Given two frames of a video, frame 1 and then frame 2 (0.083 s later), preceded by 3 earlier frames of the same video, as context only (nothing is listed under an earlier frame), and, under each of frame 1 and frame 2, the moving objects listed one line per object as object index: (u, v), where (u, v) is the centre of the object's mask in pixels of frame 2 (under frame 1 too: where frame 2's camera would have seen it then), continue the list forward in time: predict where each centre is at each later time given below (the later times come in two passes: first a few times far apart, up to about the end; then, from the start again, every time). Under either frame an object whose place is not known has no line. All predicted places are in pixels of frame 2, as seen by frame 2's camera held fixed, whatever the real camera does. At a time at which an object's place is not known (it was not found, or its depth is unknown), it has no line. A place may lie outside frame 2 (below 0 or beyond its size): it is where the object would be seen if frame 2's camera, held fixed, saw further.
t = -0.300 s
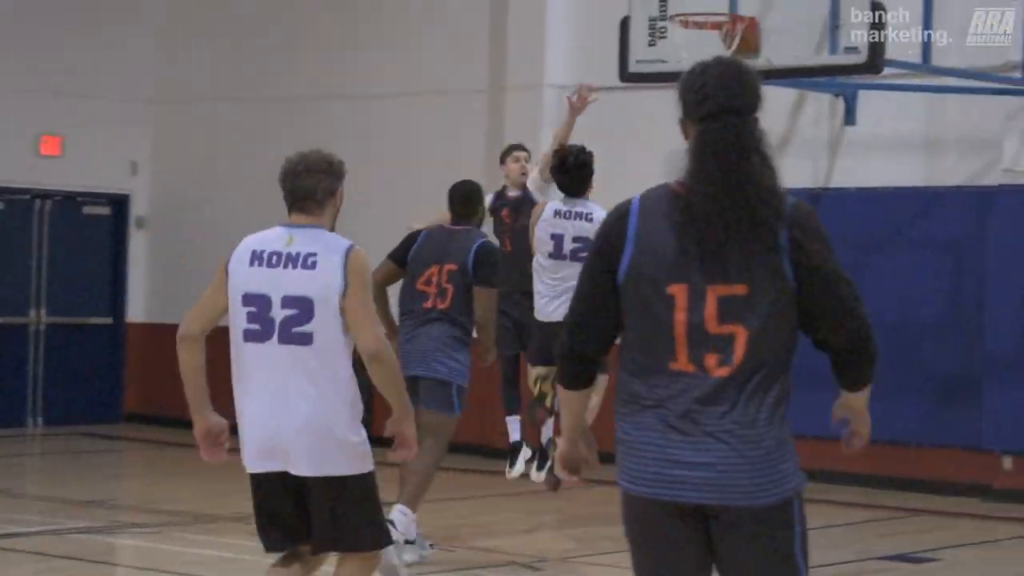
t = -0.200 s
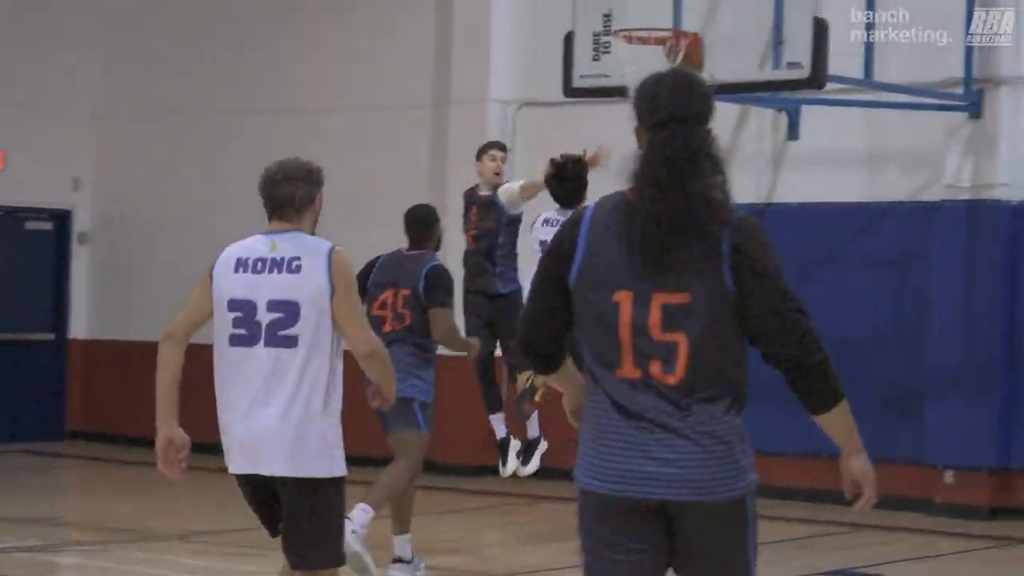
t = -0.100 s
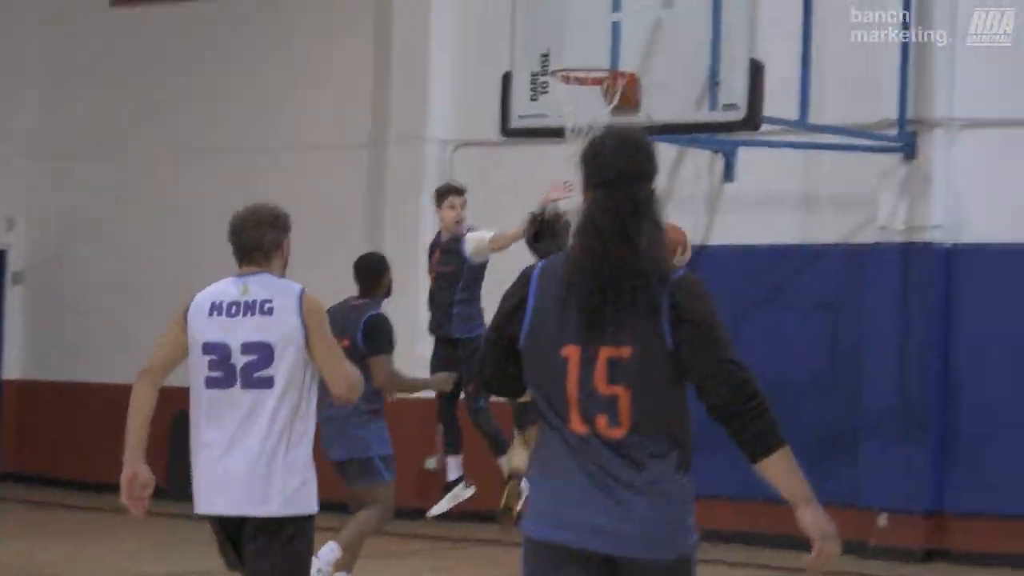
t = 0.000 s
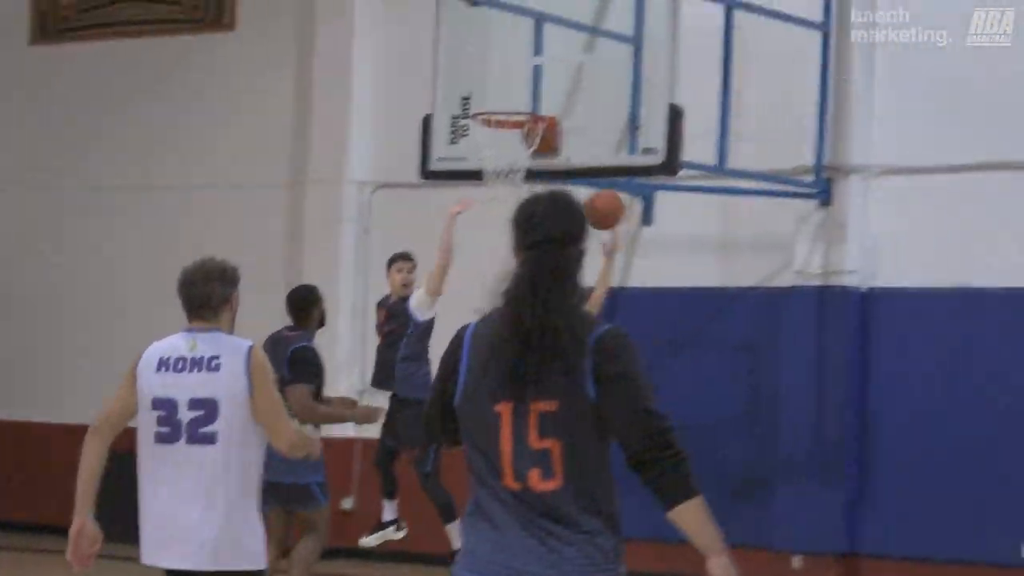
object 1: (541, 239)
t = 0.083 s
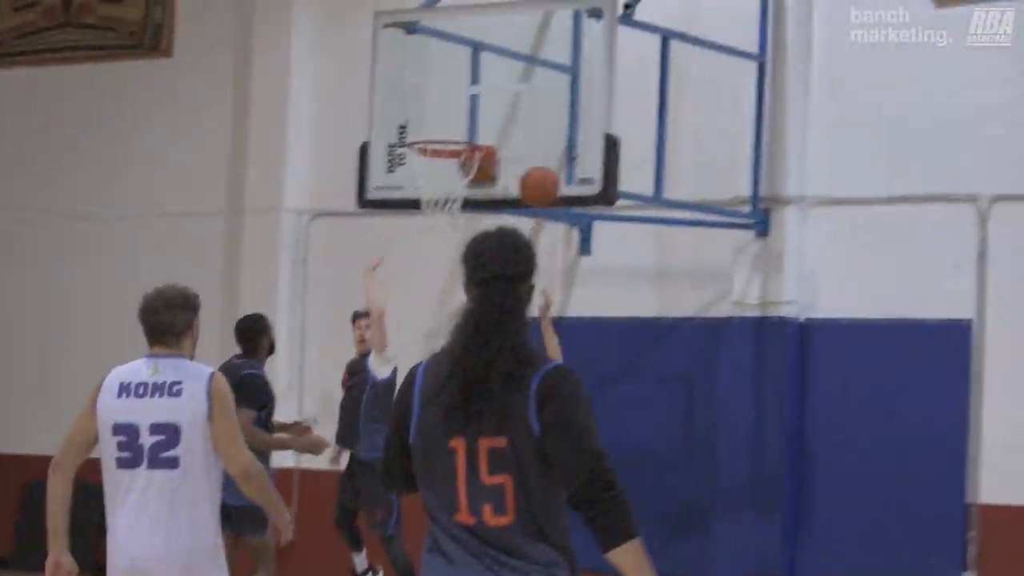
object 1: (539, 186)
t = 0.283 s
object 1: (529, 109)
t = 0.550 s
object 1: (454, 104)
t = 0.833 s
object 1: (424, 129)
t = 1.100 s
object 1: (440, 169)
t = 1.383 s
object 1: (451, 321)
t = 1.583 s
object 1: (444, 493)
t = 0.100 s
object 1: (539, 177)
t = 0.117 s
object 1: (538, 168)
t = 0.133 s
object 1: (537, 160)
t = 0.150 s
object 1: (537, 152)
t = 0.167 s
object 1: (536, 145)
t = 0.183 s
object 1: (535, 139)
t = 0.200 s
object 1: (534, 132)
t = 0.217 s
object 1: (533, 127)
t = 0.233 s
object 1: (532, 122)
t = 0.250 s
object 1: (531, 117)
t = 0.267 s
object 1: (531, 113)
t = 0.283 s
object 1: (529, 109)
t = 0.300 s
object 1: (528, 106)
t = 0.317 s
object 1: (528, 104)
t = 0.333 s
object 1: (526, 102)
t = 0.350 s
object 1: (521, 99)
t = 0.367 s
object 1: (516, 97)
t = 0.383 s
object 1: (510, 96)
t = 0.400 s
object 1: (505, 94)
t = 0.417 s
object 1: (499, 94)
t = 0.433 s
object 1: (493, 93)
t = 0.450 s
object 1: (488, 94)
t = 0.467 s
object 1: (482, 95)
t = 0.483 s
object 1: (477, 95)
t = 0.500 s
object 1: (471, 97)
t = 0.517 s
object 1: (465, 99)
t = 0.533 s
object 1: (460, 101)
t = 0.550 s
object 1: (454, 104)
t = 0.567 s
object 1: (449, 107)
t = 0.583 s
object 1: (443, 111)
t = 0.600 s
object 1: (437, 115)
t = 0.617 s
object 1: (431, 119)
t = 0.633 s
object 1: (425, 124)
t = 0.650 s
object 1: (424, 125)
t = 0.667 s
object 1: (424, 123)
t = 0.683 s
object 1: (424, 122)
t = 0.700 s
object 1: (424, 121)
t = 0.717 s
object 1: (424, 120)
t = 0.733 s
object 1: (424, 120)
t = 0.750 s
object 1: (425, 121)
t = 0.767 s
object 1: (424, 121)
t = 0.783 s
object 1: (424, 123)
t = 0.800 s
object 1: (424, 124)
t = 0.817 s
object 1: (424, 126)
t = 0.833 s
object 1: (424, 129)
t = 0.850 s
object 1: (424, 130)
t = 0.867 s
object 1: (424, 132)
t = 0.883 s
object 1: (425, 133)
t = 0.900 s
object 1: (426, 133)
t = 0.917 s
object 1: (427, 134)
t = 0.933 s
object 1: (428, 135)
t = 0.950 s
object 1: (430, 138)
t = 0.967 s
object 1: (430, 140)
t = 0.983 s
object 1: (431, 143)
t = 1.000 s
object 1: (432, 146)
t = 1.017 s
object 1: (434, 150)
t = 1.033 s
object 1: (435, 153)
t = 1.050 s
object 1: (436, 157)
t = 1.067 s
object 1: (438, 160)
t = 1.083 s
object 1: (440, 167)
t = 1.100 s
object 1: (440, 169)
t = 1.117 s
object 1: (441, 180)
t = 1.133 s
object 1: (443, 186)
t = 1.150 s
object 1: (443, 193)
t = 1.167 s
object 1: (444, 199)
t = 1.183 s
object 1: (445, 206)
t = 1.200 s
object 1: (446, 213)
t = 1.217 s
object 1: (446, 218)
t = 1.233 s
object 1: (449, 236)
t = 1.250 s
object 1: (449, 241)
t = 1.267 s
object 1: (449, 247)
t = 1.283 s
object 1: (449, 257)
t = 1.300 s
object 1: (450, 266)
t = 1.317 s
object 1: (451, 277)
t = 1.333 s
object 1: (451, 287)
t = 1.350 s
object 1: (451, 299)
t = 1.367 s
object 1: (451, 309)
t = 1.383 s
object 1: (451, 321)
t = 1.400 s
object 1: (451, 333)
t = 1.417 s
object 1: (451, 345)
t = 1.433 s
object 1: (450, 358)
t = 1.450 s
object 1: (450, 372)
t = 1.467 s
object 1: (449, 386)
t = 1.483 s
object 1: (447, 400)
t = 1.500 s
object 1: (446, 415)
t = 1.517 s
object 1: (445, 430)
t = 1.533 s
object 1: (444, 445)
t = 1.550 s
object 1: (445, 458)
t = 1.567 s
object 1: (445, 476)
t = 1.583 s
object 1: (444, 493)
